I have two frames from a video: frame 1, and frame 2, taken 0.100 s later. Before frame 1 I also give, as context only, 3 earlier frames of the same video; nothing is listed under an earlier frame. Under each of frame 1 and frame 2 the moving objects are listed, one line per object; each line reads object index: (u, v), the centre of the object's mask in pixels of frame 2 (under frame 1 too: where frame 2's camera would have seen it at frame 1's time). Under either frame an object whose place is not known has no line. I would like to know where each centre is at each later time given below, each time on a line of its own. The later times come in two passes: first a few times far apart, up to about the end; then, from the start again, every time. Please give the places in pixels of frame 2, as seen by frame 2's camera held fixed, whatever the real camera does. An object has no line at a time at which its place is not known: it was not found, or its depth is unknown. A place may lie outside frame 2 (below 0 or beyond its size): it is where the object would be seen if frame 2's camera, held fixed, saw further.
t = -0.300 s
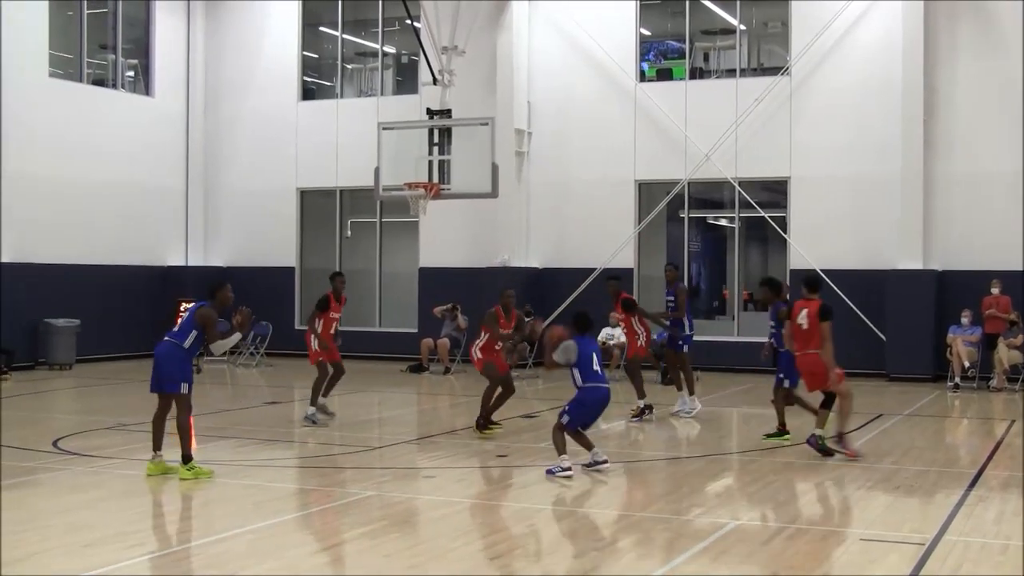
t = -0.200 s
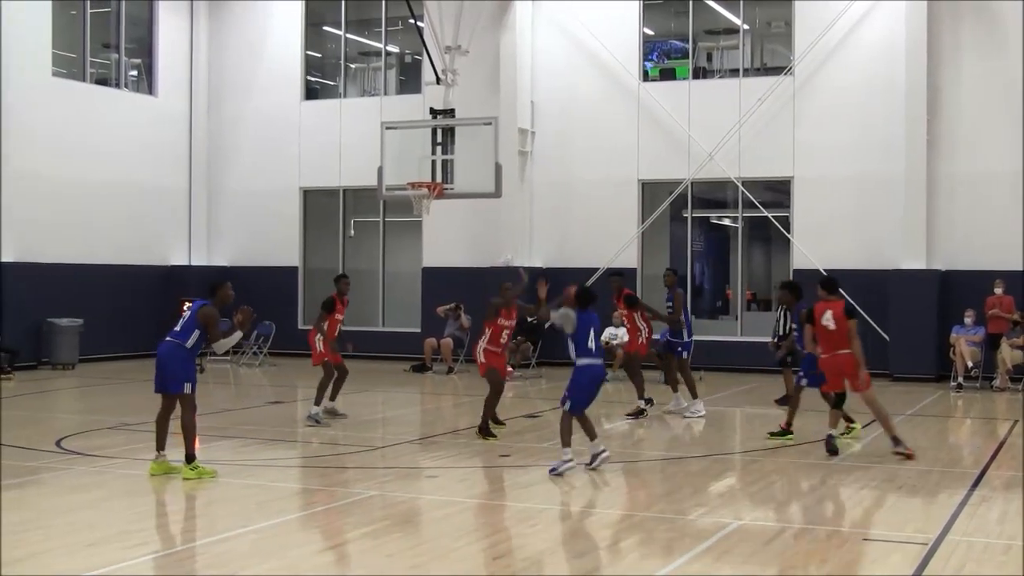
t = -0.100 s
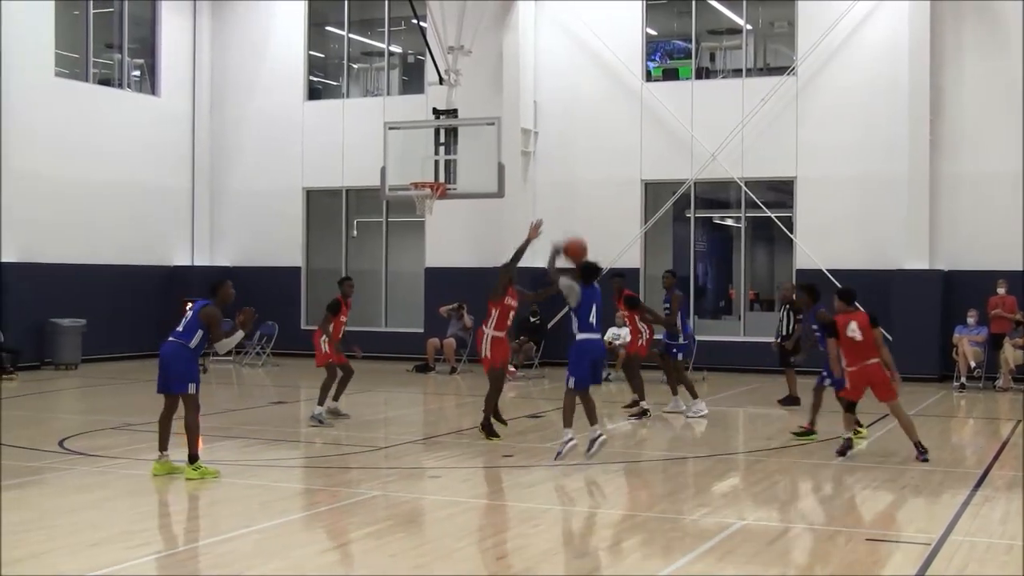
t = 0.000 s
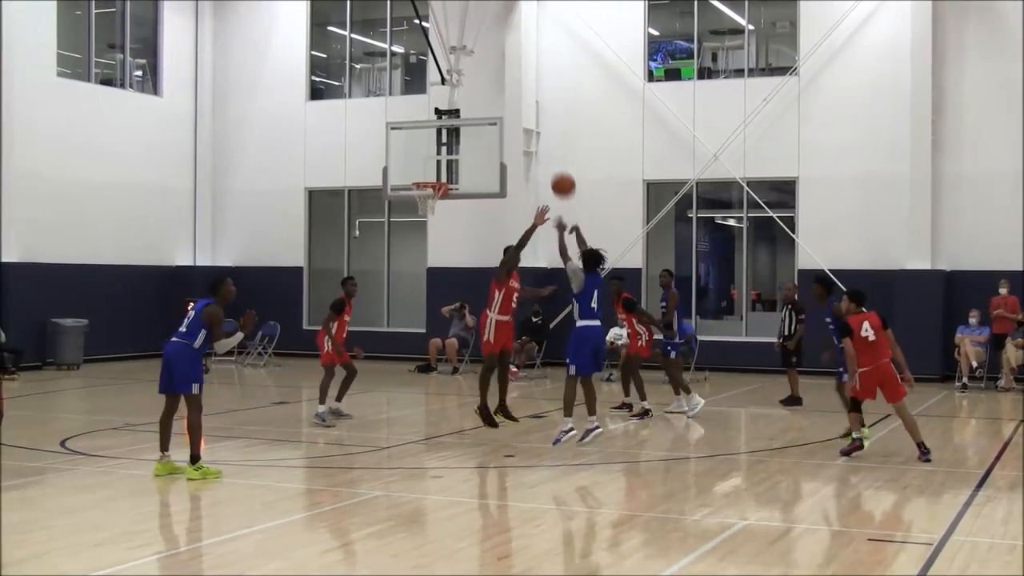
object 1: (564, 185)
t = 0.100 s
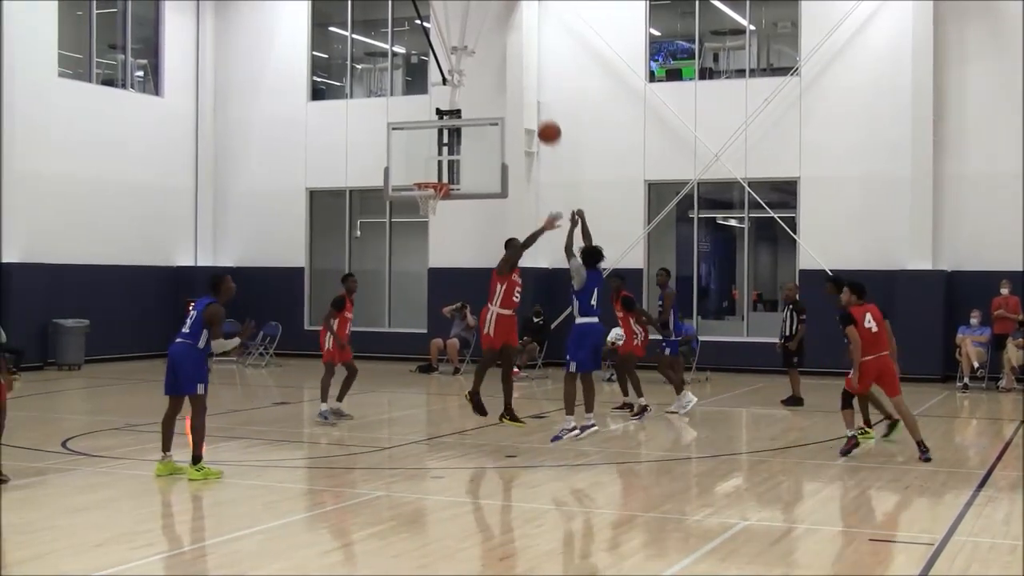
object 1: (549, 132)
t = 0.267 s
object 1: (526, 72)
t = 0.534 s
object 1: (494, 37)
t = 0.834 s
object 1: (464, 67)
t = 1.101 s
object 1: (441, 142)
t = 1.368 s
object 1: (401, 156)
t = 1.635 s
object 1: (347, 162)
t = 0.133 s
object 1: (544, 118)
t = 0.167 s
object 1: (539, 104)
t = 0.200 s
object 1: (535, 92)
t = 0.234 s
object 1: (530, 81)
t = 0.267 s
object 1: (526, 72)
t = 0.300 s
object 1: (522, 64)
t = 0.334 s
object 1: (518, 57)
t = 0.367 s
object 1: (513, 51)
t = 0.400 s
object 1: (509, 46)
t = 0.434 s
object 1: (505, 42)
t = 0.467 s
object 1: (501, 39)
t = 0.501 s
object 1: (497, 37)
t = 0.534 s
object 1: (494, 37)
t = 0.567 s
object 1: (490, 36)
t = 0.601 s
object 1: (486, 37)
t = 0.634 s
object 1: (483, 39)
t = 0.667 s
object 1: (480, 42)
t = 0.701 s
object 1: (477, 45)
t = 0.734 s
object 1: (473, 49)
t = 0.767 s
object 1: (470, 54)
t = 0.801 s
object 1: (467, 60)
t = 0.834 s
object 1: (464, 67)
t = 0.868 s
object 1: (461, 74)
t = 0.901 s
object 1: (458, 81)
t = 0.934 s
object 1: (455, 90)
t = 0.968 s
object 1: (452, 99)
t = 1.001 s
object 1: (449, 109)
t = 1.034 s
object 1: (447, 119)
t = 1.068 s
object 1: (443, 130)
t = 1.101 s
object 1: (441, 142)
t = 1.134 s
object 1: (439, 155)
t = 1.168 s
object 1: (436, 167)
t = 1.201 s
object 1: (432, 176)
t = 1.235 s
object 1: (427, 172)
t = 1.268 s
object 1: (420, 167)
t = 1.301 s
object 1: (414, 162)
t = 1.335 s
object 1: (407, 158)
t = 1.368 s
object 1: (401, 156)
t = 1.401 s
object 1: (394, 154)
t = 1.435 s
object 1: (387, 153)
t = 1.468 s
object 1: (380, 152)
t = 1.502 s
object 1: (374, 152)
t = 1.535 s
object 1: (367, 154)
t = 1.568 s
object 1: (360, 156)
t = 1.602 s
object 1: (353, 158)
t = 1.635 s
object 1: (347, 162)
